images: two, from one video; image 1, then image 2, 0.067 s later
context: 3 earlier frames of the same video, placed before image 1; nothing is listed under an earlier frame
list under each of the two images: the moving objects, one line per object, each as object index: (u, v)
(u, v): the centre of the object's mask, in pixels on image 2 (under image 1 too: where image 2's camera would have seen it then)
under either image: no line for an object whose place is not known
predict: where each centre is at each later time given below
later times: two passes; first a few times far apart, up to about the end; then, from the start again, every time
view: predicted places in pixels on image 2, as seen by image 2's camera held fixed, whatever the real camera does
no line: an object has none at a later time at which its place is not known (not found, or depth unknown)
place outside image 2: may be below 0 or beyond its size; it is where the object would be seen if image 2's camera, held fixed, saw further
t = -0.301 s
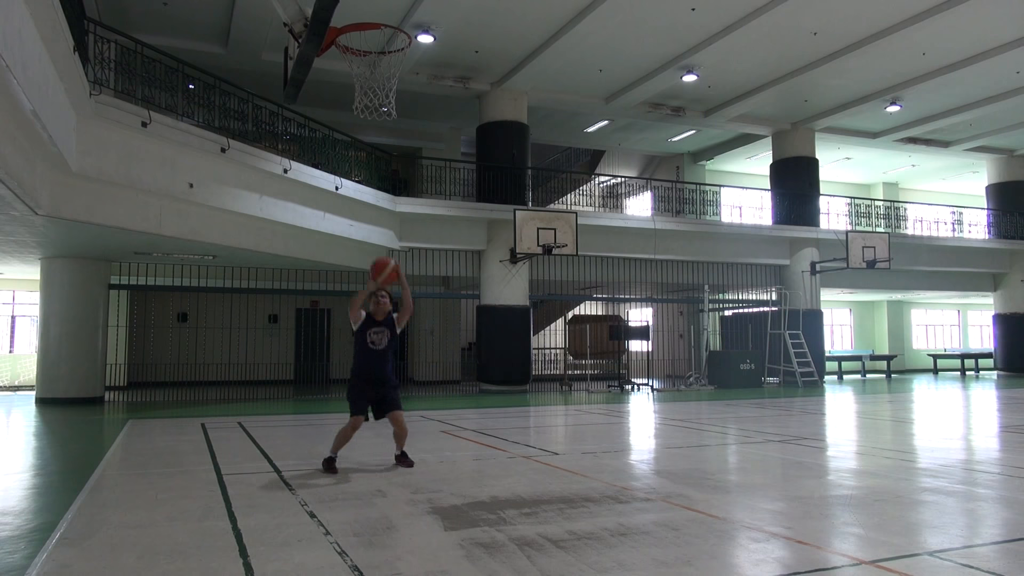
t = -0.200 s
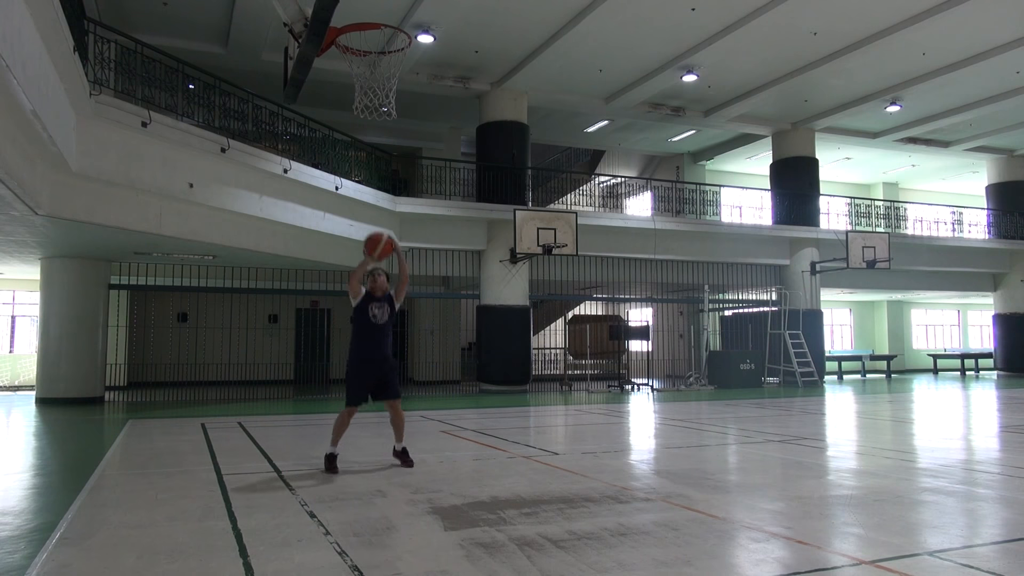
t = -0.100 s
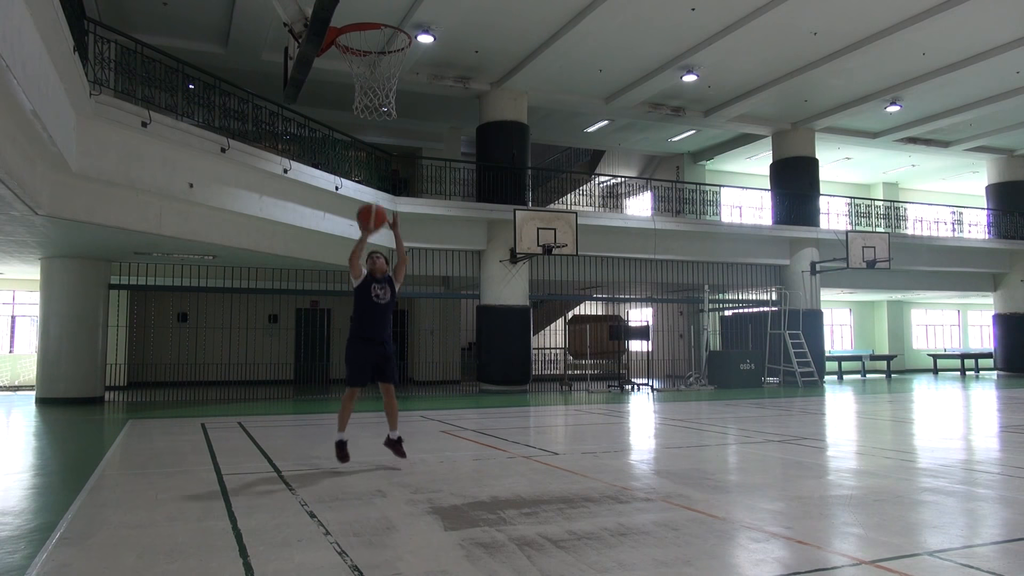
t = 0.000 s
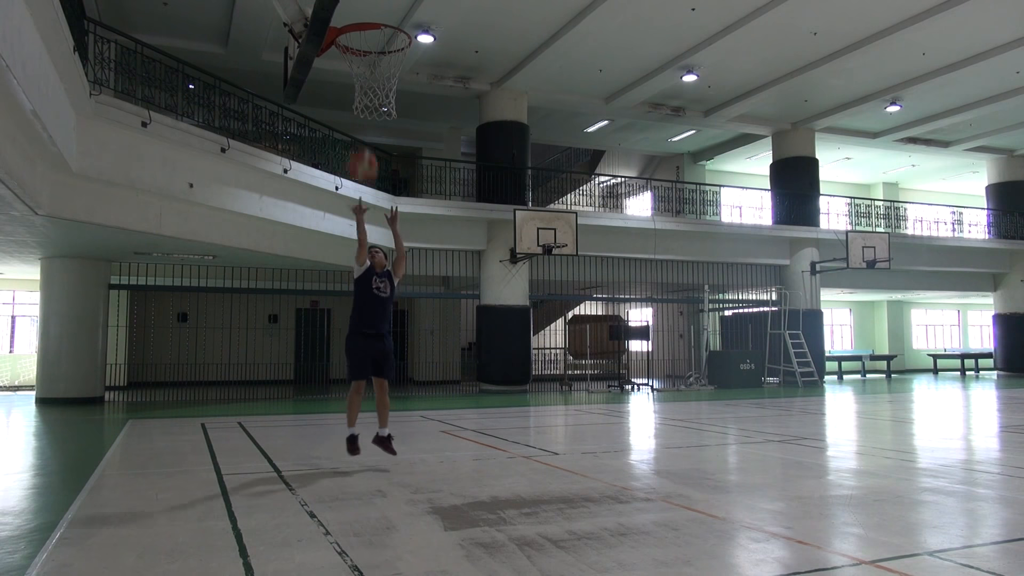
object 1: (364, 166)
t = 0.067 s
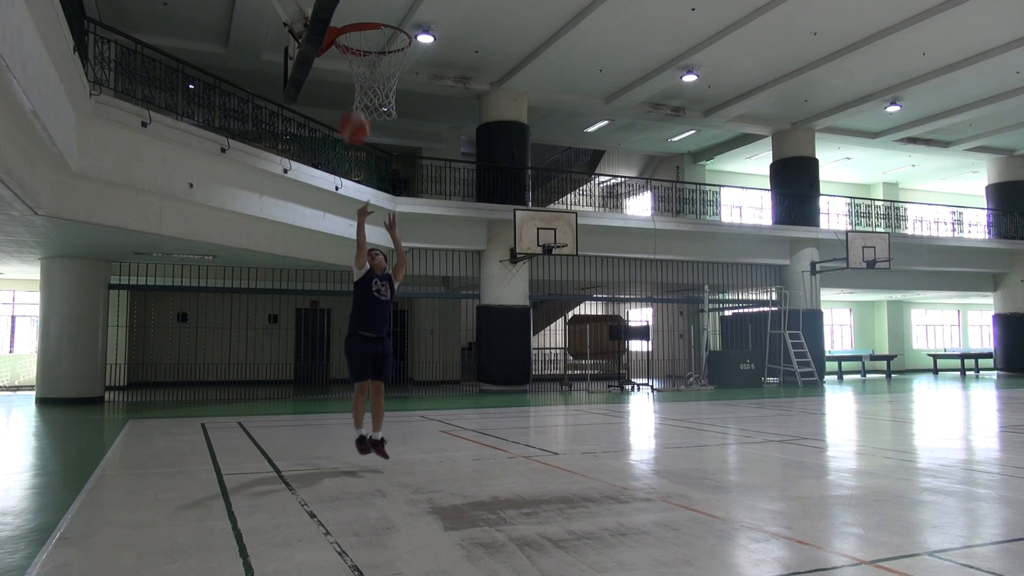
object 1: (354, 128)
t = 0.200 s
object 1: (335, 63)
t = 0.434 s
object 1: (349, 12)
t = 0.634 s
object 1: (390, 45)
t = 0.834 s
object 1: (370, 125)
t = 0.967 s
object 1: (357, 210)
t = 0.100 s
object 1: (346, 110)
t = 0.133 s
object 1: (343, 92)
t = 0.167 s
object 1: (339, 75)
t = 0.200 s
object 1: (335, 63)
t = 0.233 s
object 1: (333, 55)
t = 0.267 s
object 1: (336, 21)
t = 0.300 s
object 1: (335, 19)
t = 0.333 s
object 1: (336, 16)
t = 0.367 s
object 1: (341, 12)
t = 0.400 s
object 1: (345, 13)
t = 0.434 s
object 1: (349, 12)
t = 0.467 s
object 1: (354, 12)
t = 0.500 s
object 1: (360, 12)
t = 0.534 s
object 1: (368, 18)
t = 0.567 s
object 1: (375, 24)
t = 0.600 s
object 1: (382, 33)
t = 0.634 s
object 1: (390, 45)
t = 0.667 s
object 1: (389, 53)
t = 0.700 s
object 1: (385, 66)
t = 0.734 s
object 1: (381, 80)
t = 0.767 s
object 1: (377, 96)
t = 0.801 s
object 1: (374, 110)
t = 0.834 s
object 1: (370, 125)
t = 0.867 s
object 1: (368, 145)
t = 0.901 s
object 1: (365, 164)
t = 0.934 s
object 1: (361, 184)
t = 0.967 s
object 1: (357, 210)
